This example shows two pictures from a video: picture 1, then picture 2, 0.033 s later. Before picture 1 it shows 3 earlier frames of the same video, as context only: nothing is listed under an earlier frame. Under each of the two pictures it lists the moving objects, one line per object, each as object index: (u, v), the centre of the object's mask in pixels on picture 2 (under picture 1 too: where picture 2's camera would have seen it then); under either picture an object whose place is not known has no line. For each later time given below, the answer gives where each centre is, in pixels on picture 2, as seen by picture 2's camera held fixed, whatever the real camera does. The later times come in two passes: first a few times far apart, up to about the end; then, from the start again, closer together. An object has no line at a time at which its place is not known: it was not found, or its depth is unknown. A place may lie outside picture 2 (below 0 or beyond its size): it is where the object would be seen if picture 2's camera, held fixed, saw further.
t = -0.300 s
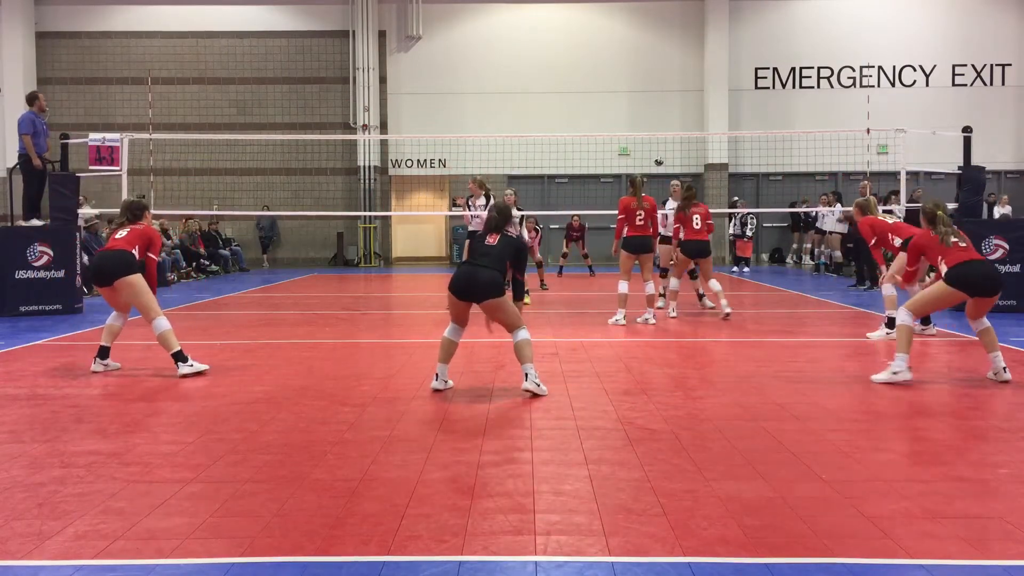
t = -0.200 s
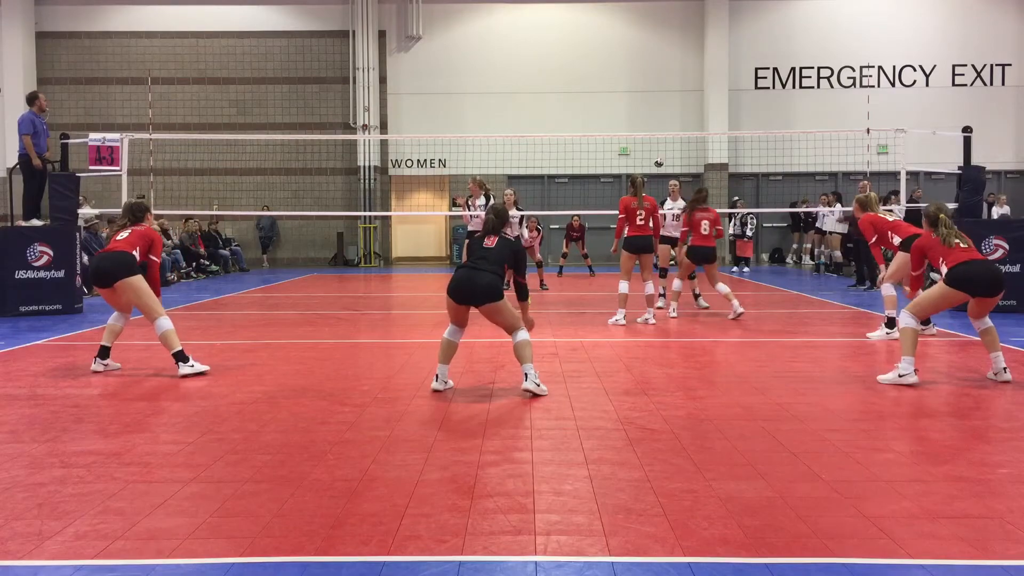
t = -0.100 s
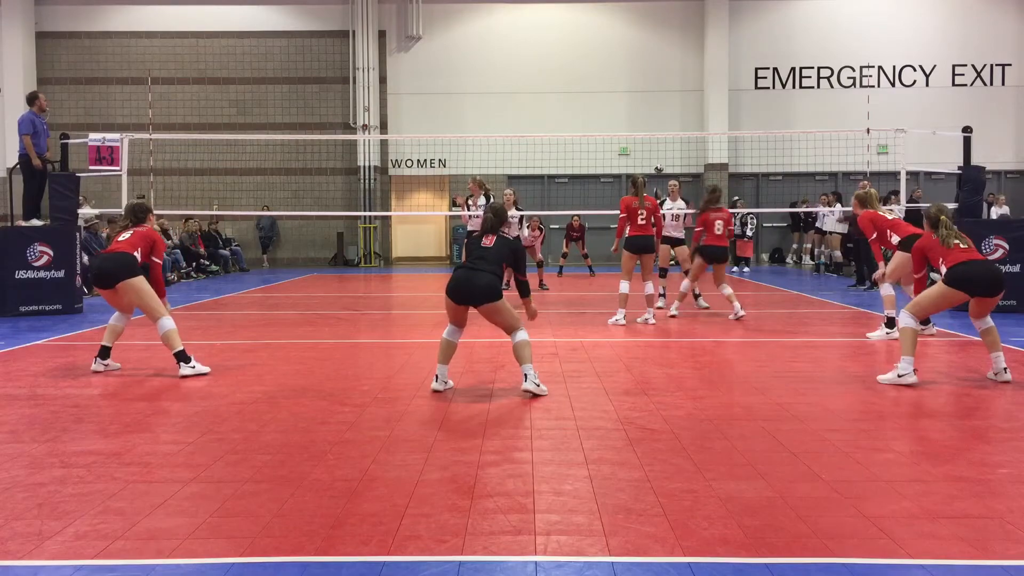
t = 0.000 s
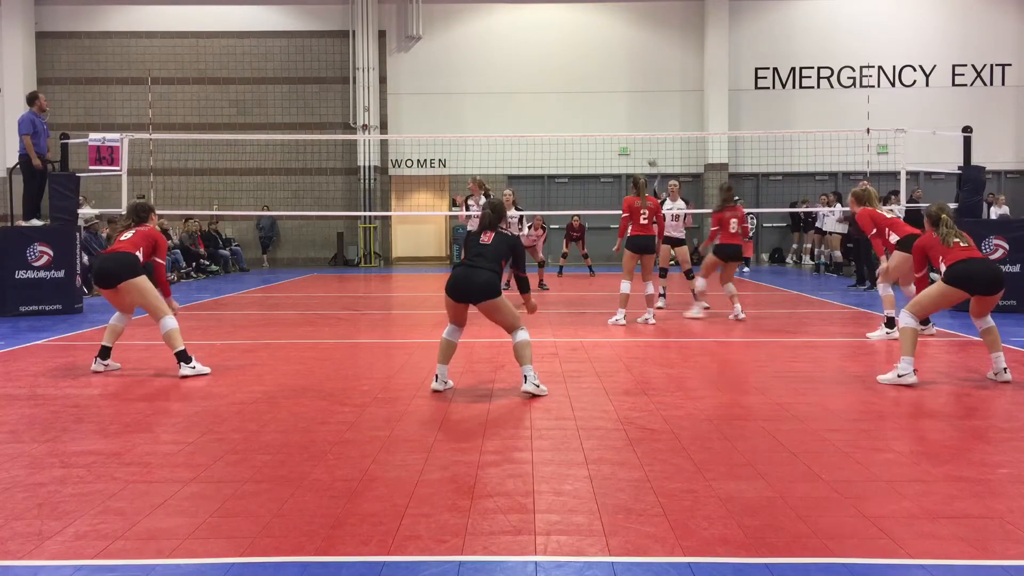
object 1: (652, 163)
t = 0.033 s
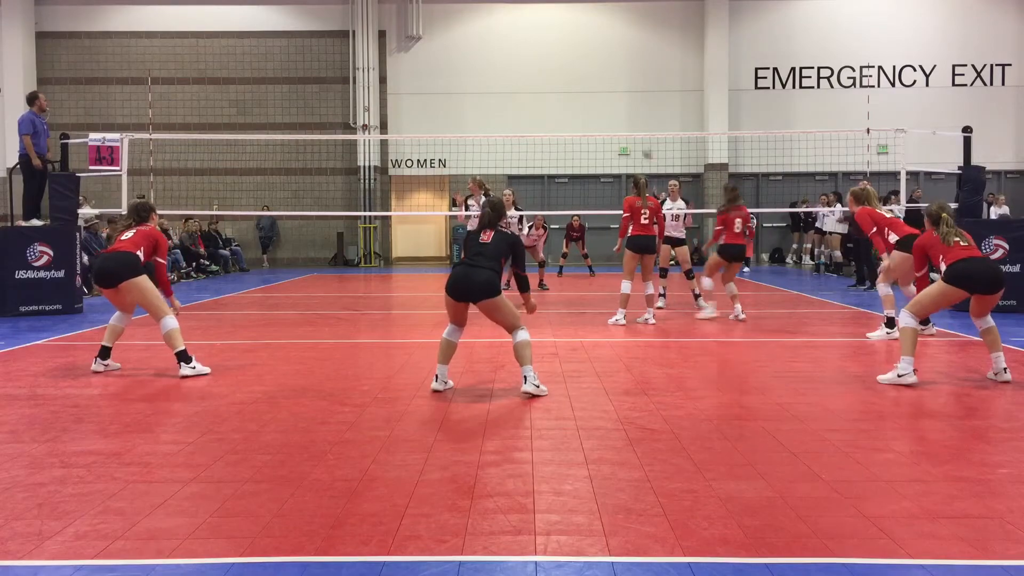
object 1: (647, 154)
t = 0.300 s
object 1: (604, 94)
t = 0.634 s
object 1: (523, 48)
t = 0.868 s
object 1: (432, 54)
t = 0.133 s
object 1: (631, 129)
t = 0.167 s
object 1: (626, 122)
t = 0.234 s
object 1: (616, 108)
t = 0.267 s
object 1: (610, 101)
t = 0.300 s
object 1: (604, 94)
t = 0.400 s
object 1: (584, 77)
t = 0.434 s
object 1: (576, 71)
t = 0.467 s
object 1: (569, 66)
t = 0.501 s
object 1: (560, 61)
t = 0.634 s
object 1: (523, 48)
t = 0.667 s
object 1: (513, 46)
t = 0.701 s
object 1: (502, 46)
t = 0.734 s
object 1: (490, 47)
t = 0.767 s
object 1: (477, 47)
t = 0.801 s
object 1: (463, 47)
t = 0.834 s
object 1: (447, 50)
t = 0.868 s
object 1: (432, 54)
